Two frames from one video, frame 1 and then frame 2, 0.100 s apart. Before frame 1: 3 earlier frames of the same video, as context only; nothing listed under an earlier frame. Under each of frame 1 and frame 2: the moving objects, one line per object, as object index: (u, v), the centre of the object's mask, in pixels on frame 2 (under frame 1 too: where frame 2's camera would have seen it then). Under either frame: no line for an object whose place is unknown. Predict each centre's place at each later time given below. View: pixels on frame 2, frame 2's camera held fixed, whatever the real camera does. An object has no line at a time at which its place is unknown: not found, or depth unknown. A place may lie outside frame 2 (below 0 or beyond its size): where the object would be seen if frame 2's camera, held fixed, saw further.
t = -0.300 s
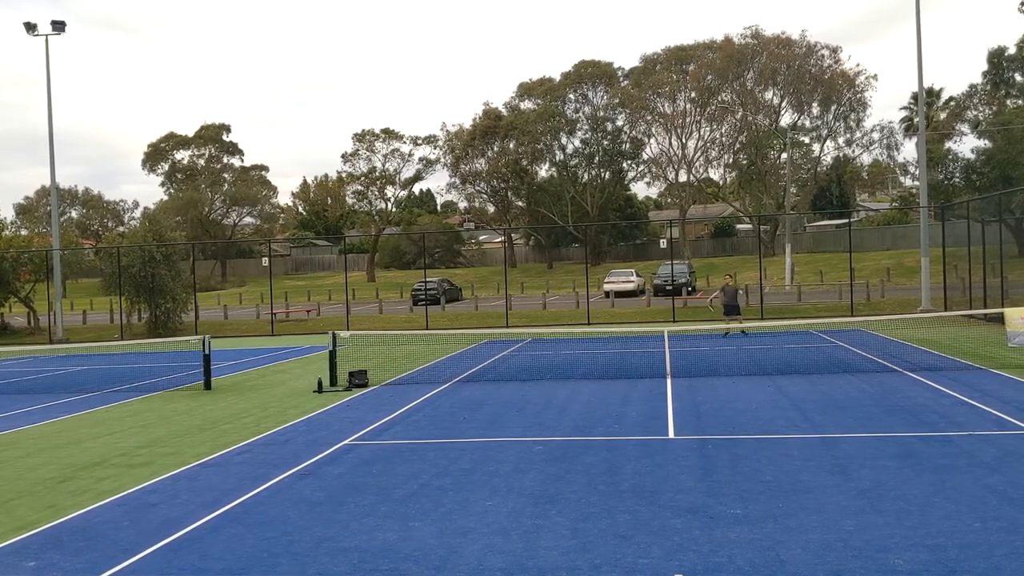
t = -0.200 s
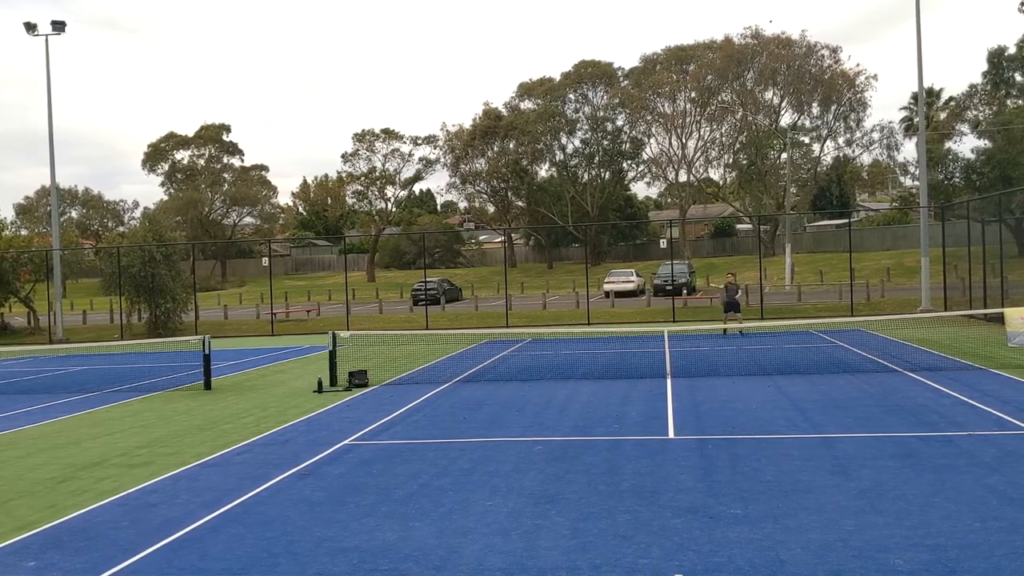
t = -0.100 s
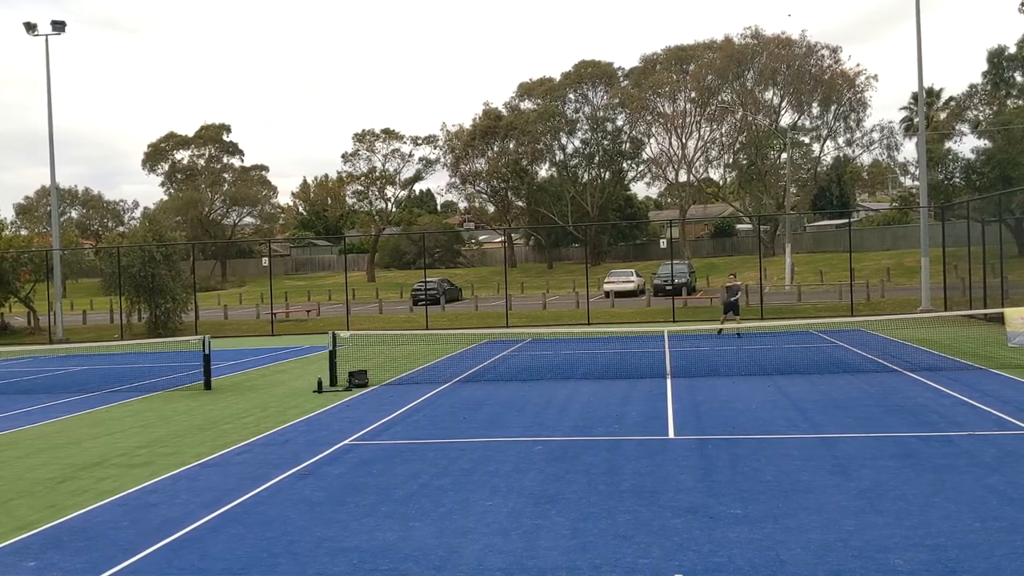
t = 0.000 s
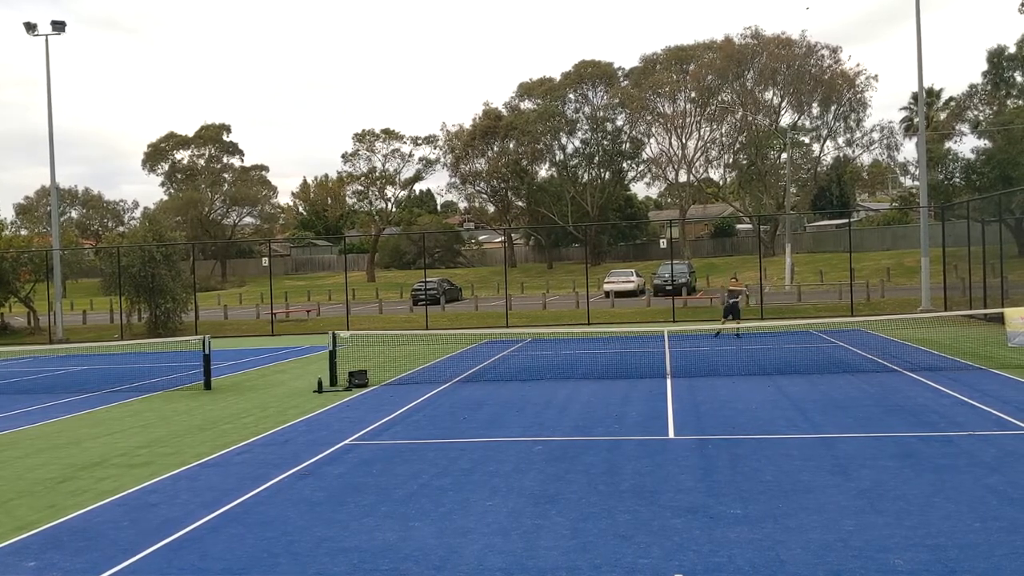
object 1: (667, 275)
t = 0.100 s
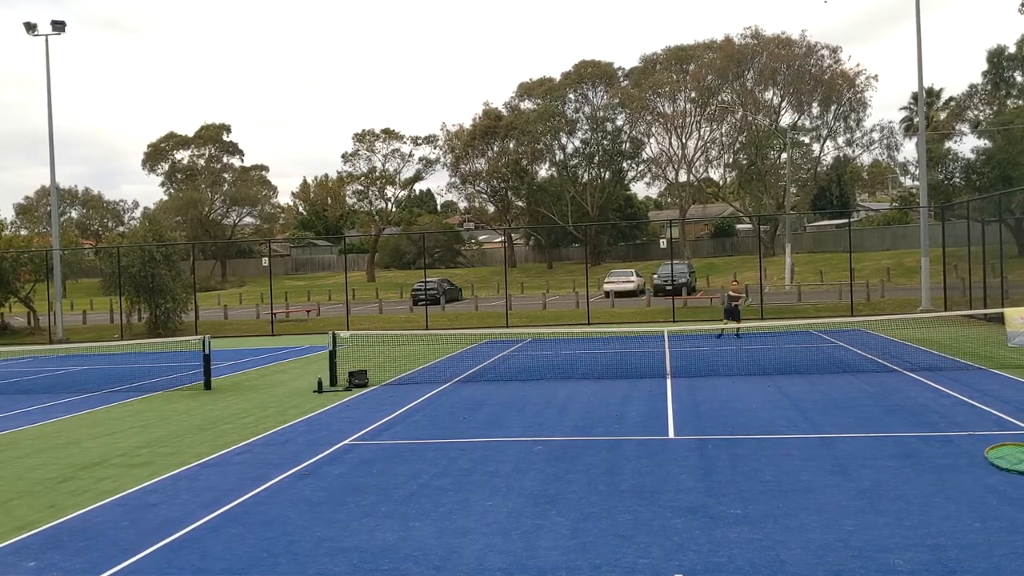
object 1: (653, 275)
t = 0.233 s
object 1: (637, 291)
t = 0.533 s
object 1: (572, 415)
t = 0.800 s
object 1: (487, 431)
